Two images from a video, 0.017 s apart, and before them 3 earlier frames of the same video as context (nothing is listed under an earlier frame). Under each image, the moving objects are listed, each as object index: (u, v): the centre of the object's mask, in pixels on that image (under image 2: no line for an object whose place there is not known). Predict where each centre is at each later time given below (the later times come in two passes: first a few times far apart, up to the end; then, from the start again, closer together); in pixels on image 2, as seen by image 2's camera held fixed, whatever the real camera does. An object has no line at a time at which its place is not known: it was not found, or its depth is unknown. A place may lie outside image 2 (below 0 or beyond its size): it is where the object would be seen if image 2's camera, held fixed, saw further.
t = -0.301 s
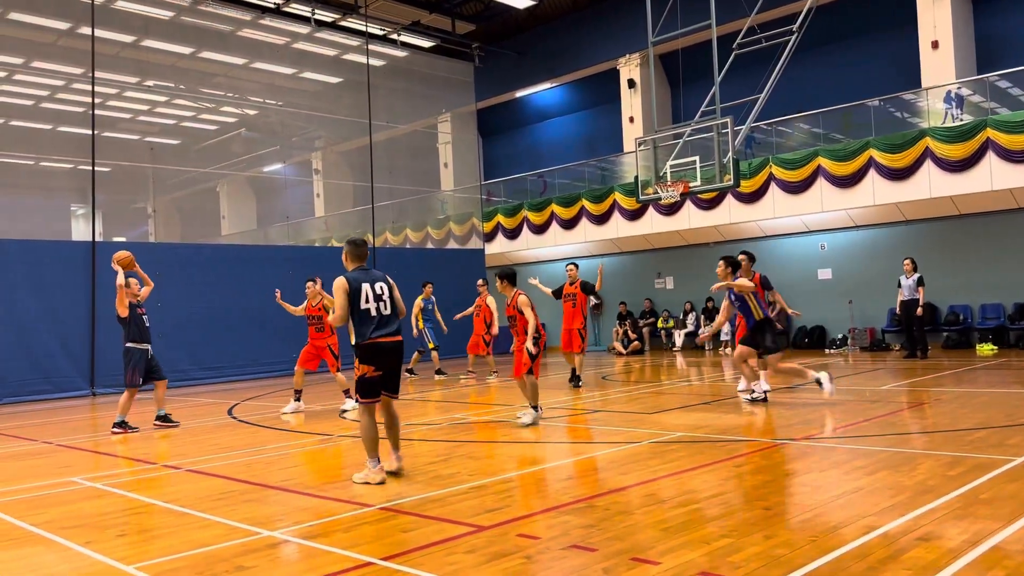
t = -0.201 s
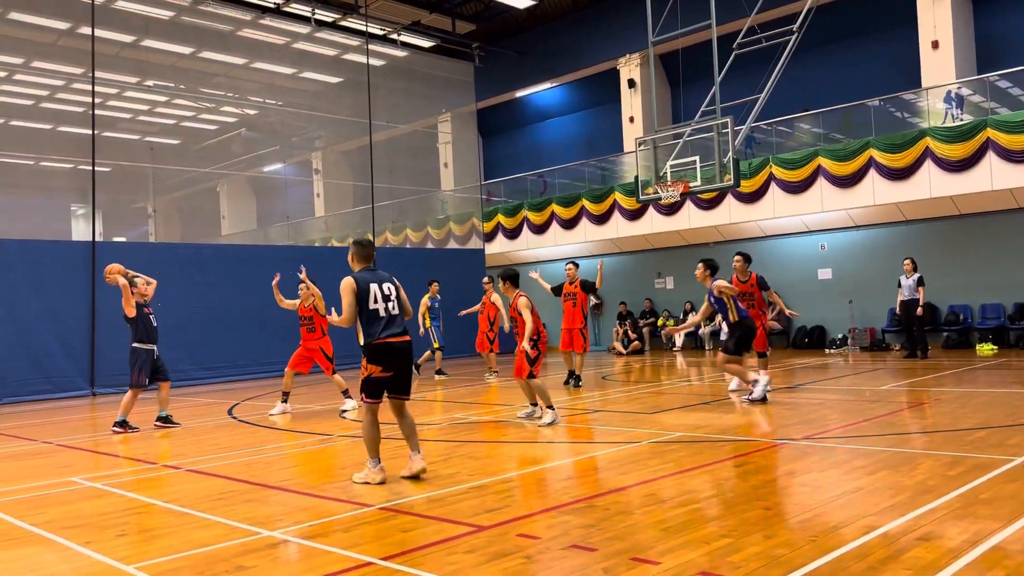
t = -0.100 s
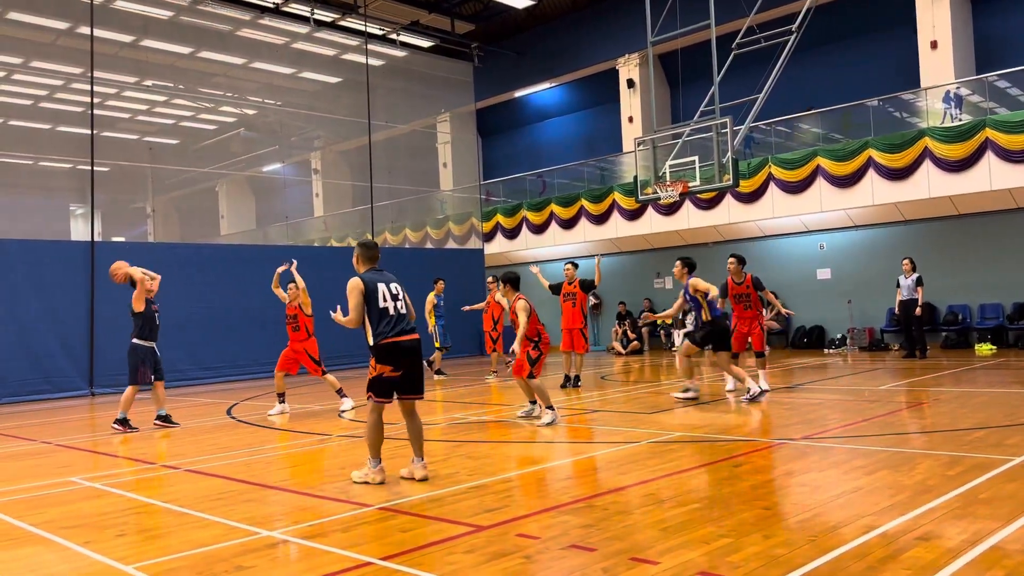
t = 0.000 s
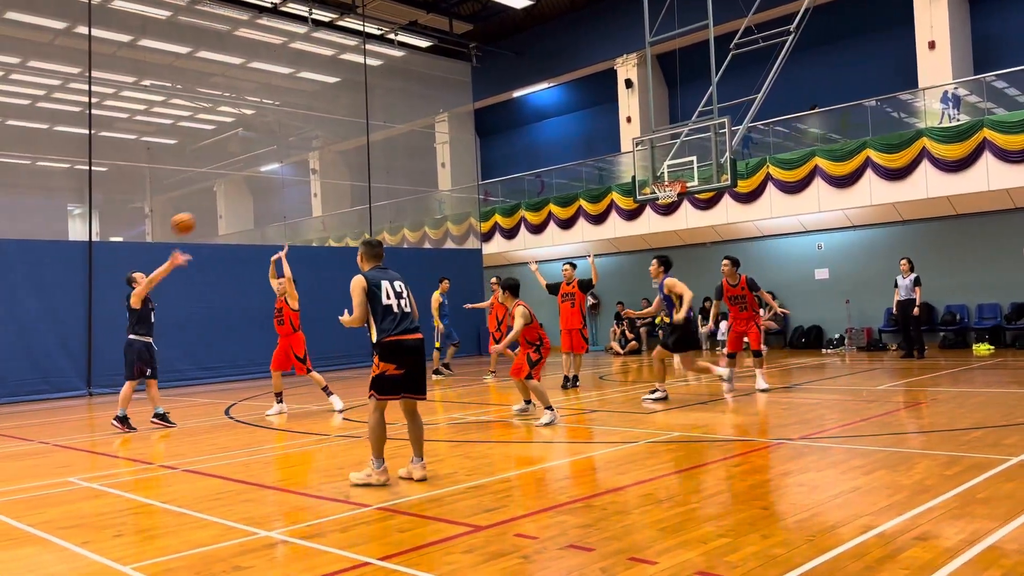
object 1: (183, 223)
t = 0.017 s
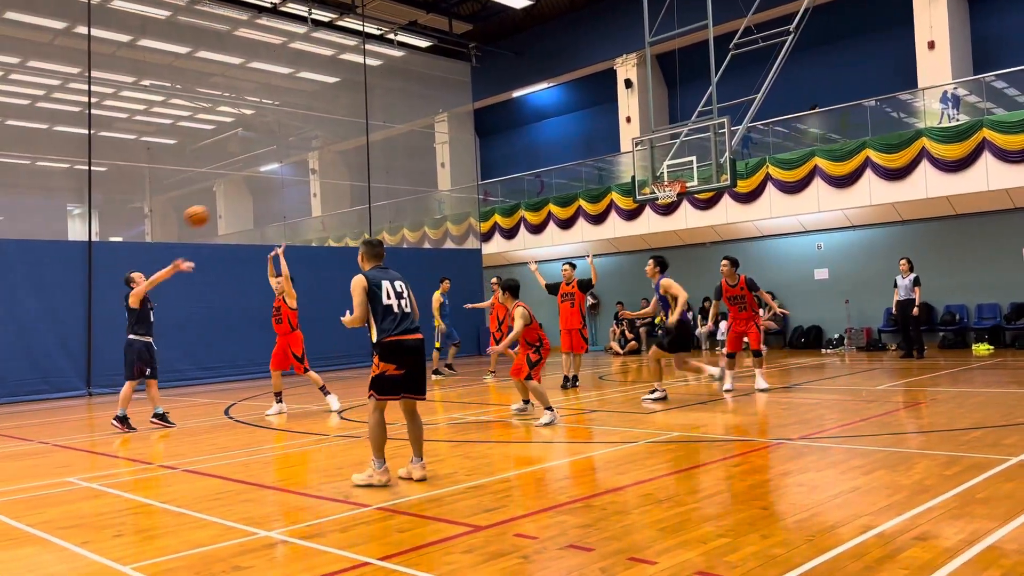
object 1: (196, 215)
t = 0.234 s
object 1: (377, 146)
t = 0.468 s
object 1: (560, 118)
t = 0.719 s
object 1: (752, 137)
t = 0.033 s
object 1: (210, 209)
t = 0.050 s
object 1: (225, 202)
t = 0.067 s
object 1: (239, 195)
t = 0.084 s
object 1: (253, 189)
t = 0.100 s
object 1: (267, 183)
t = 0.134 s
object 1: (295, 173)
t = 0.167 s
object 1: (322, 163)
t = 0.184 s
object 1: (336, 158)
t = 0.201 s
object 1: (349, 154)
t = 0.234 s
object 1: (377, 146)
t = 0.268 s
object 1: (403, 139)
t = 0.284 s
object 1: (416, 136)
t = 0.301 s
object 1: (429, 133)
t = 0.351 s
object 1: (470, 126)
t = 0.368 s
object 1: (483, 125)
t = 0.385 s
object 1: (495, 123)
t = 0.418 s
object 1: (521, 120)
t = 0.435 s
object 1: (534, 119)
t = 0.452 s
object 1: (547, 118)
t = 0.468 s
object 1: (560, 118)
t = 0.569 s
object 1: (637, 120)
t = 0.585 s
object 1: (650, 120)
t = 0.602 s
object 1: (662, 121)
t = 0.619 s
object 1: (676, 123)
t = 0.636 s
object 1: (688, 124)
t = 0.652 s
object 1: (701, 127)
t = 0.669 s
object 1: (714, 129)
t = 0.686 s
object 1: (725, 131)
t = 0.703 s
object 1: (739, 135)
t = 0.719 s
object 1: (752, 137)
